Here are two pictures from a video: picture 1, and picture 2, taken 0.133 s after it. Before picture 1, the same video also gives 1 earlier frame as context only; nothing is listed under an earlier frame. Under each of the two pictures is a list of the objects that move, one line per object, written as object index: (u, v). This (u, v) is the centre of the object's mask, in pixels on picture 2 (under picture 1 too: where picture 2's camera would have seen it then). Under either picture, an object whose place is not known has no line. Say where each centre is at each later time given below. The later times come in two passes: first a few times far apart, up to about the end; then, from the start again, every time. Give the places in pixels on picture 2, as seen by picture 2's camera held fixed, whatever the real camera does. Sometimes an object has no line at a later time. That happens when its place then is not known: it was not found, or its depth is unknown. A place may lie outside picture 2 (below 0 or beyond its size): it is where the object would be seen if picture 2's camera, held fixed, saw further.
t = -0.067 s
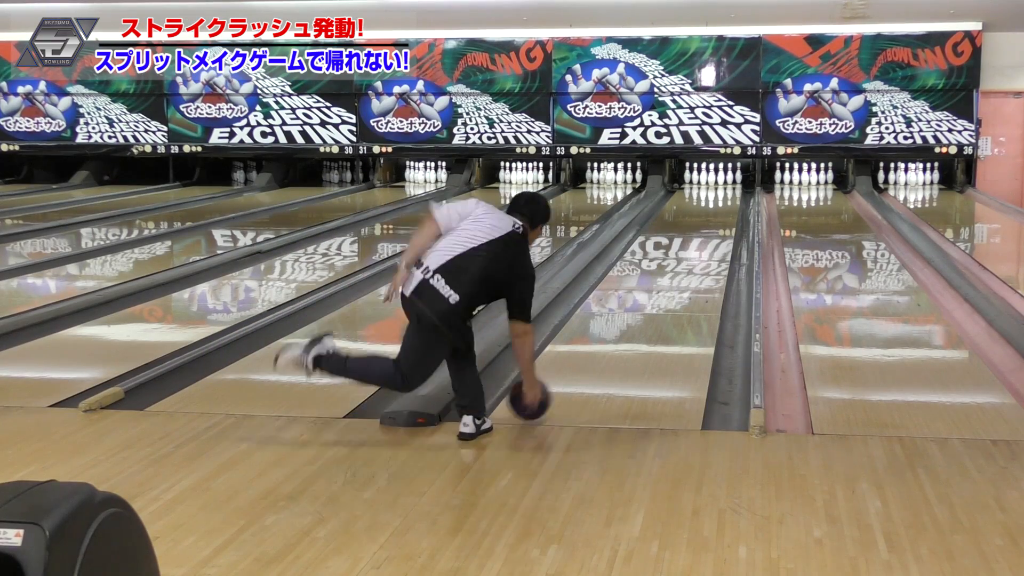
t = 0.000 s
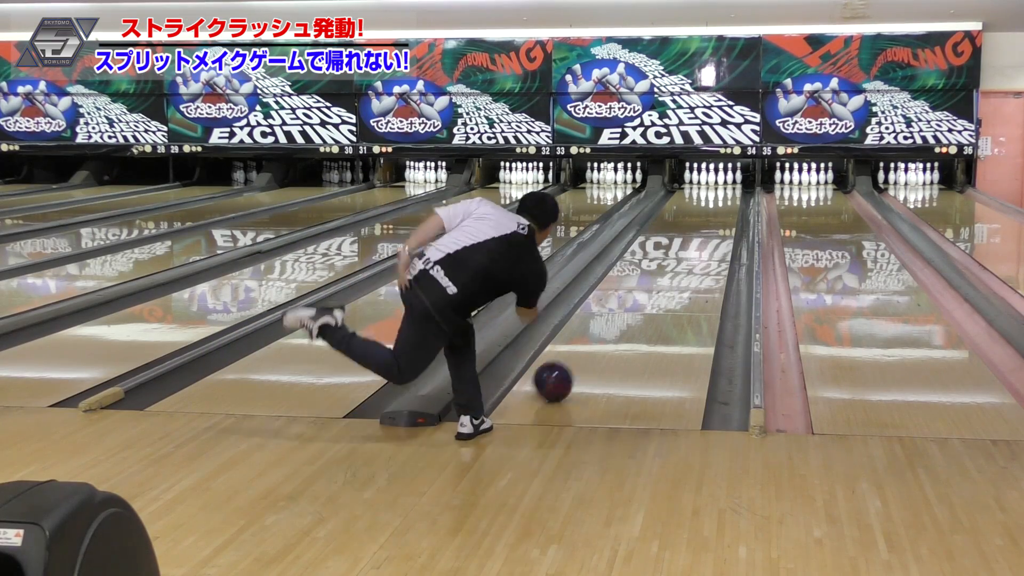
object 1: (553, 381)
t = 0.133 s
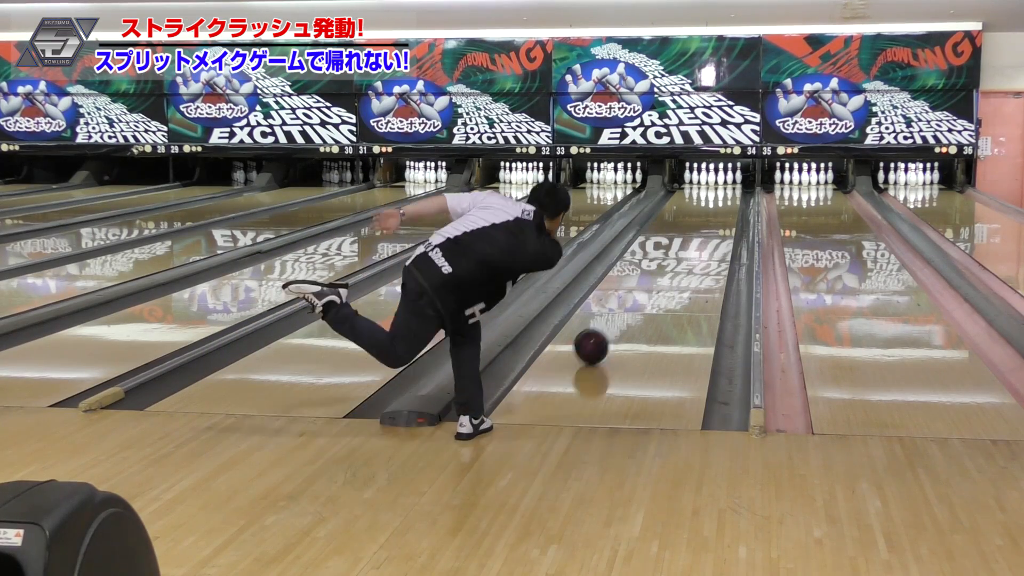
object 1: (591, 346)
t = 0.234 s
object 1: (614, 325)
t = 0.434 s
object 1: (649, 292)
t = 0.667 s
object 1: (679, 263)
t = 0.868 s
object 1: (698, 245)
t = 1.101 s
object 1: (714, 228)
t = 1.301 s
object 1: (725, 217)
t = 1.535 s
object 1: (733, 205)
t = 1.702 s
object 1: (735, 198)
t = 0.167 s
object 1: (599, 339)
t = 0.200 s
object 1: (607, 332)
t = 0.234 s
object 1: (614, 325)
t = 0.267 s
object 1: (621, 319)
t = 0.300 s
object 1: (627, 313)
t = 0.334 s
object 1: (633, 307)
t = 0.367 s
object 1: (639, 302)
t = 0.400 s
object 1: (644, 296)
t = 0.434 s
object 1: (649, 292)
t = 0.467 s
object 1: (654, 287)
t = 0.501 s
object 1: (659, 283)
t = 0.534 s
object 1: (663, 279)
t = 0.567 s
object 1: (668, 274)
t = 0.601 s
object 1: (671, 271)
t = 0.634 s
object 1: (676, 267)
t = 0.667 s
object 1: (679, 263)
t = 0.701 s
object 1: (683, 260)
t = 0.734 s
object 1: (686, 257)
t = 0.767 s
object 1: (689, 254)
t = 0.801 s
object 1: (692, 251)
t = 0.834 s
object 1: (695, 248)
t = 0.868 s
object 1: (698, 245)
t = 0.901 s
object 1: (701, 242)
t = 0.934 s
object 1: (703, 240)
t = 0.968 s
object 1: (706, 237)
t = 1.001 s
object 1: (708, 235)
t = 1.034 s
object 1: (710, 232)
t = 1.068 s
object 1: (712, 230)
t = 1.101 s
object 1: (714, 228)
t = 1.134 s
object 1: (716, 226)
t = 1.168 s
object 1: (718, 224)
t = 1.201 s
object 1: (720, 222)
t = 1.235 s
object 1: (722, 220)
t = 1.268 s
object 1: (723, 218)
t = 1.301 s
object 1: (725, 217)
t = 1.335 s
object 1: (726, 215)
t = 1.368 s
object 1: (728, 213)
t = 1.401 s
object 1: (729, 211)
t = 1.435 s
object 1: (730, 210)
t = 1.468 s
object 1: (731, 208)
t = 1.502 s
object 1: (732, 207)
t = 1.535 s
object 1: (733, 205)
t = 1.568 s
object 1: (734, 204)
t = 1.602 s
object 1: (734, 202)
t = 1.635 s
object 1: (735, 201)
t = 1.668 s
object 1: (735, 200)
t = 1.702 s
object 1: (735, 198)
